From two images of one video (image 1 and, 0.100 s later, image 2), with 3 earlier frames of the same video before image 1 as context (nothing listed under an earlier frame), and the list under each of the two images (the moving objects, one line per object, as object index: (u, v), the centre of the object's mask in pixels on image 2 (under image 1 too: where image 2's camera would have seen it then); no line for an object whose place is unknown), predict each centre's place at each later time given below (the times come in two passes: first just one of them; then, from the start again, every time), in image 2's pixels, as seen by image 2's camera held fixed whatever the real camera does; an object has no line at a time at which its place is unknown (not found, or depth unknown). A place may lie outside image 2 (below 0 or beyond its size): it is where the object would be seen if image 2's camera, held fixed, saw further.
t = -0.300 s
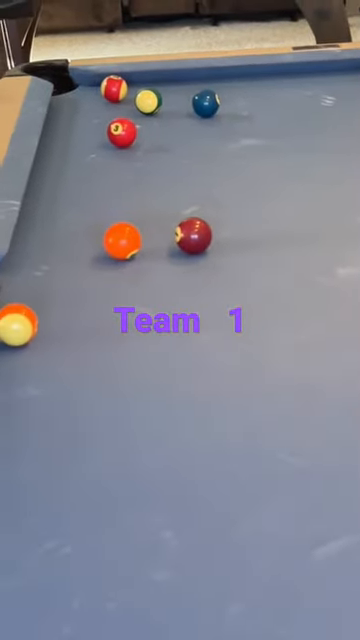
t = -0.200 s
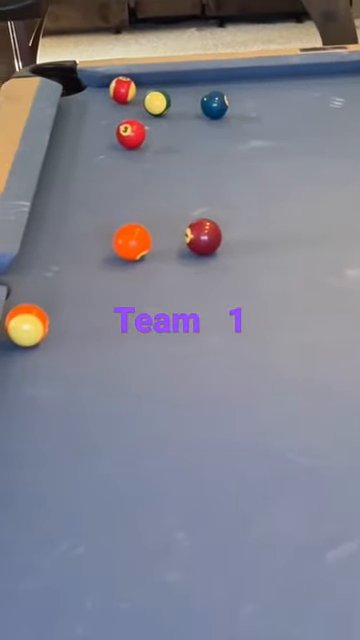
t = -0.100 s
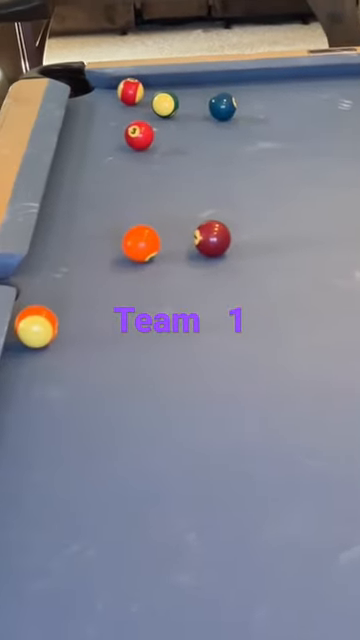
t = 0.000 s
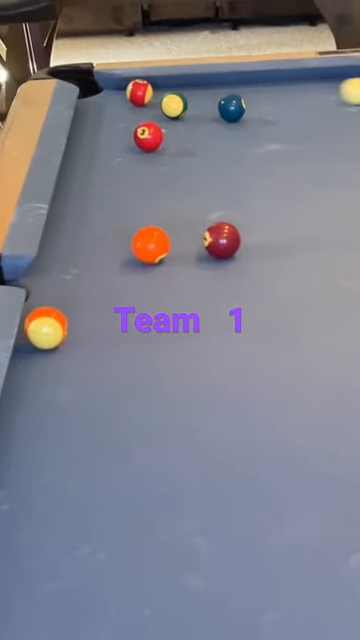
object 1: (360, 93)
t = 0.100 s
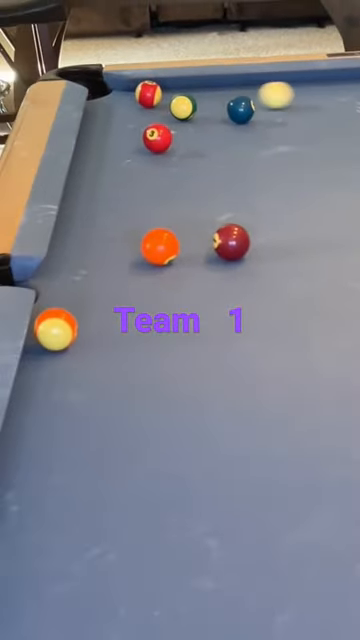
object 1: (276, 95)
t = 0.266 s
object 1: (161, 98)
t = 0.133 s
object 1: (251, 93)
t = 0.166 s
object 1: (220, 95)
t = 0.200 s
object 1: (200, 94)
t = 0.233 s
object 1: (172, 93)
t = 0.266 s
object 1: (161, 98)
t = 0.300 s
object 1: (154, 101)
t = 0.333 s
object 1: (145, 103)
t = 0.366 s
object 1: (134, 105)
